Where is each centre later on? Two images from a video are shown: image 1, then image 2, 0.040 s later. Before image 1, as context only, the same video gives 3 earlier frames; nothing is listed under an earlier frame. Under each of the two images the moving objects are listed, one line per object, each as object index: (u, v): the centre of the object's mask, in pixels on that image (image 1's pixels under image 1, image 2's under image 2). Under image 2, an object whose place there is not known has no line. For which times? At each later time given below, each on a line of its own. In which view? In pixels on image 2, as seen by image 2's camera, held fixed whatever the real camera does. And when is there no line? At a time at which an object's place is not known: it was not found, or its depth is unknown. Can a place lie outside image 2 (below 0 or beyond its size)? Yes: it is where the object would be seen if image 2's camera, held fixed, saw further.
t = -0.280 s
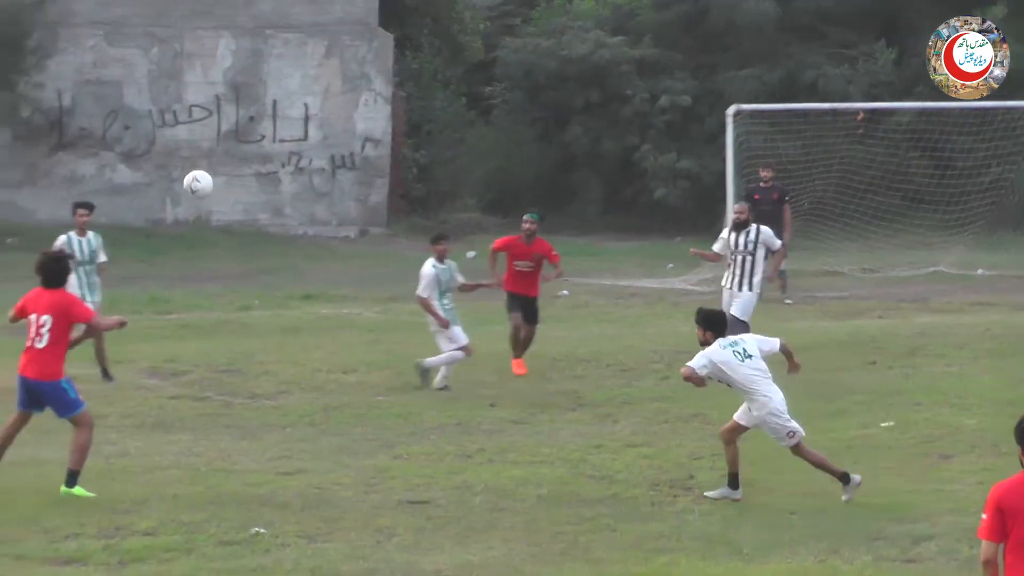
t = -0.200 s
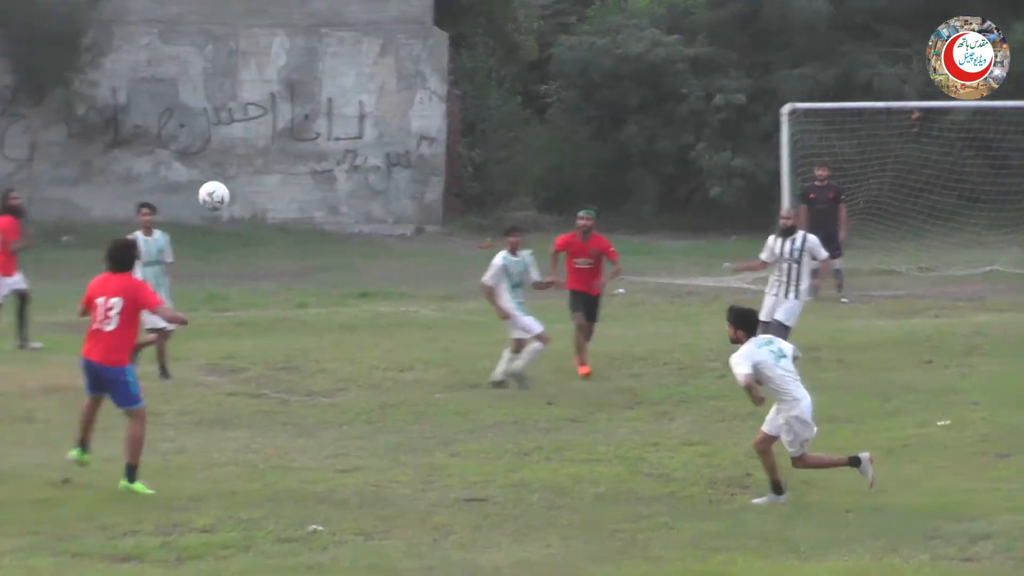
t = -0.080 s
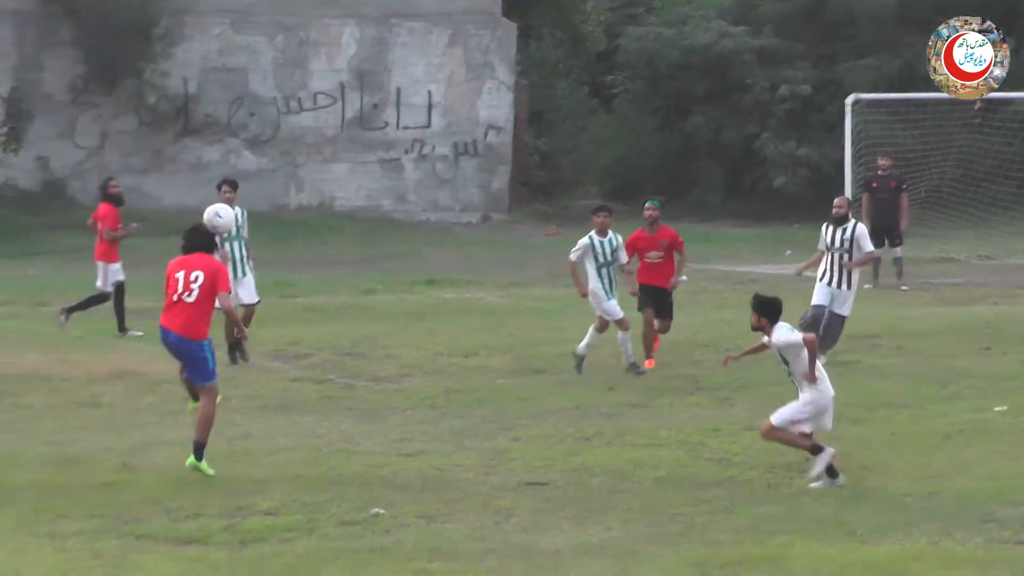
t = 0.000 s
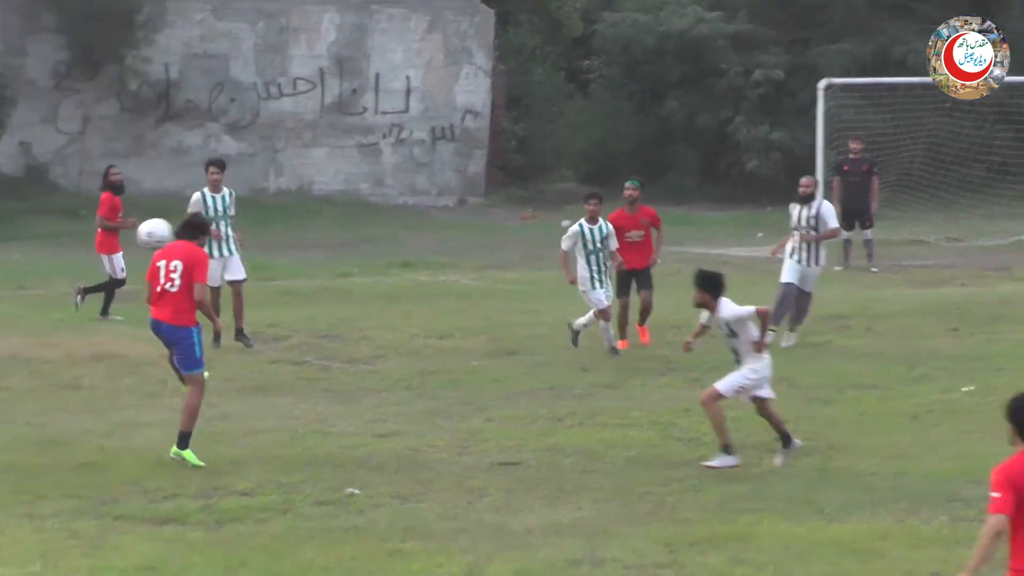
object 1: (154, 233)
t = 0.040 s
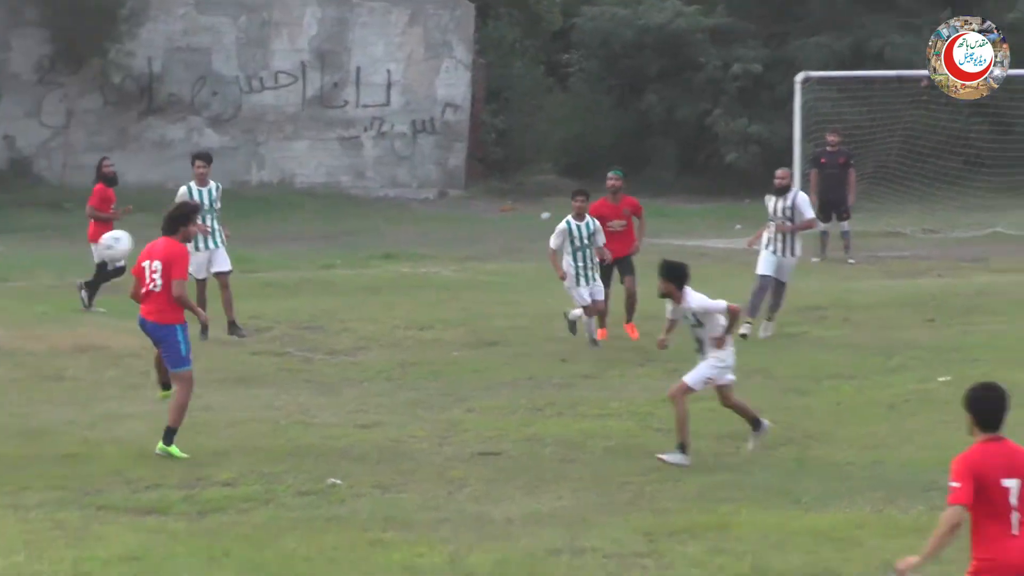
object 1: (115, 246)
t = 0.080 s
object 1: (91, 268)
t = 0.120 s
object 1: (69, 292)
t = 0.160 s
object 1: (46, 317)
